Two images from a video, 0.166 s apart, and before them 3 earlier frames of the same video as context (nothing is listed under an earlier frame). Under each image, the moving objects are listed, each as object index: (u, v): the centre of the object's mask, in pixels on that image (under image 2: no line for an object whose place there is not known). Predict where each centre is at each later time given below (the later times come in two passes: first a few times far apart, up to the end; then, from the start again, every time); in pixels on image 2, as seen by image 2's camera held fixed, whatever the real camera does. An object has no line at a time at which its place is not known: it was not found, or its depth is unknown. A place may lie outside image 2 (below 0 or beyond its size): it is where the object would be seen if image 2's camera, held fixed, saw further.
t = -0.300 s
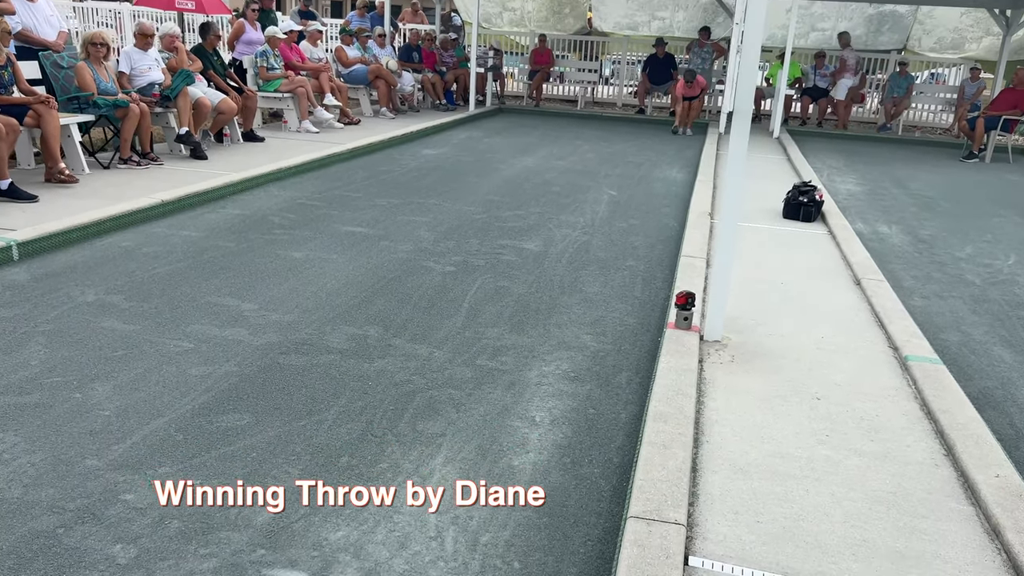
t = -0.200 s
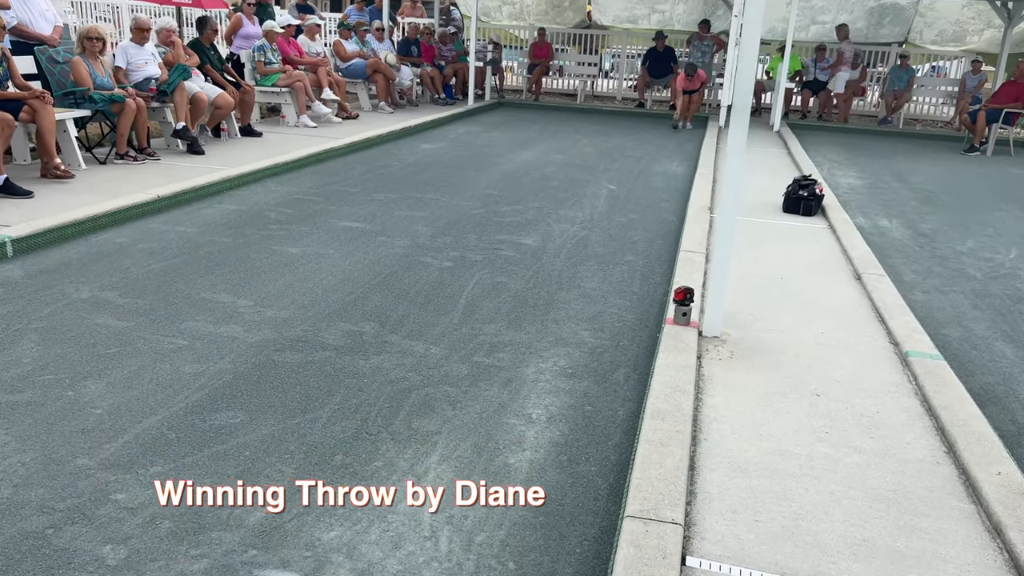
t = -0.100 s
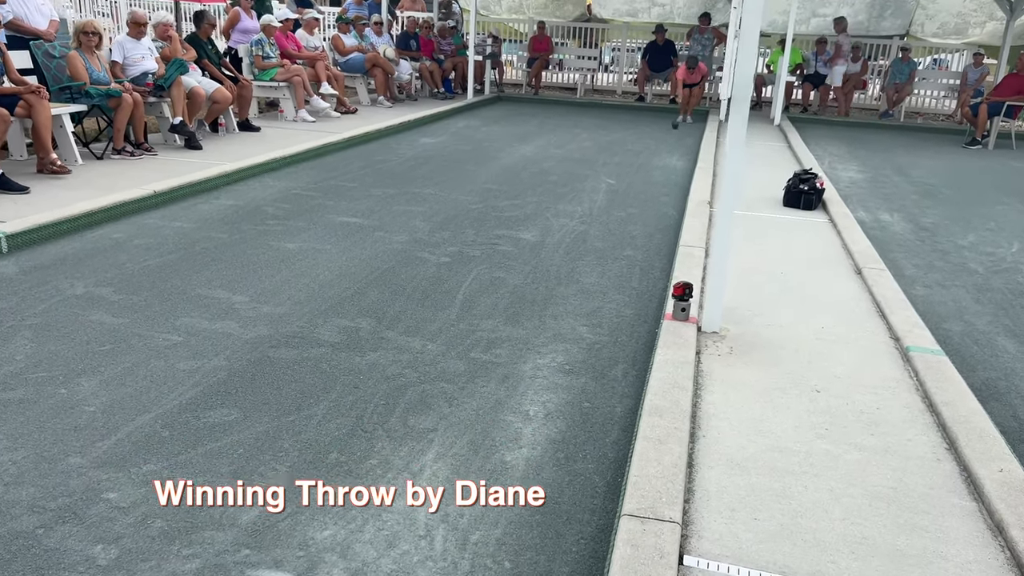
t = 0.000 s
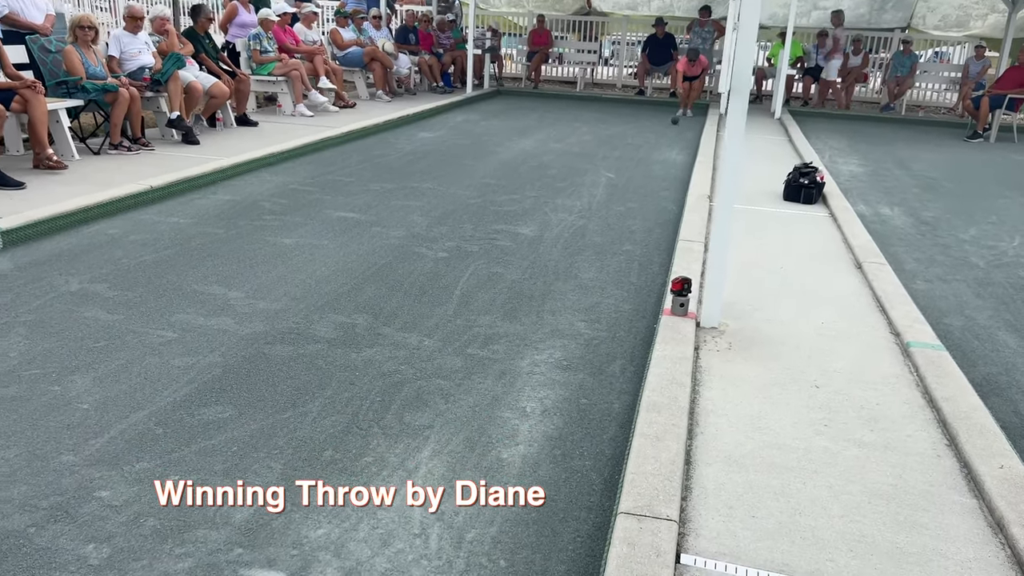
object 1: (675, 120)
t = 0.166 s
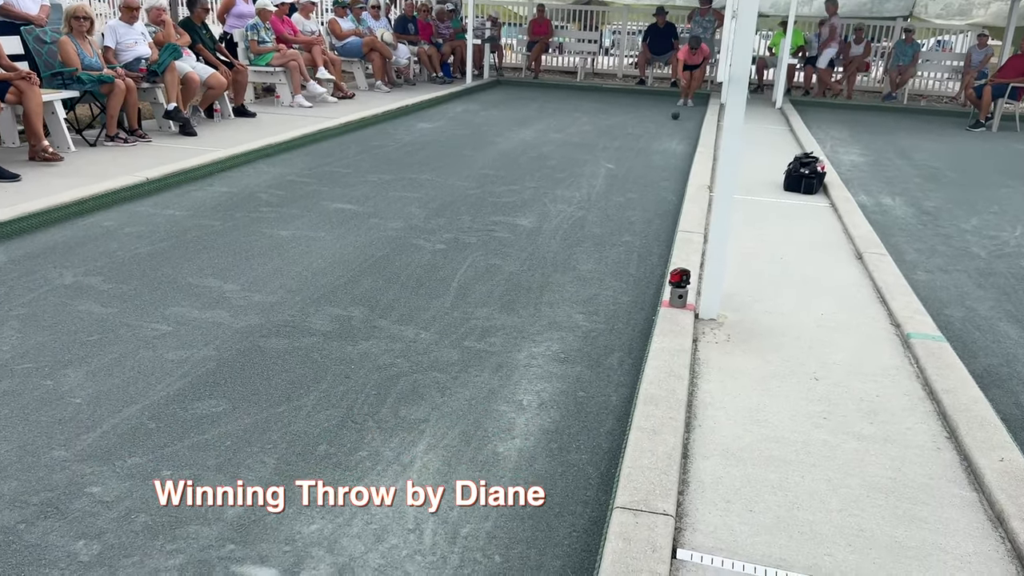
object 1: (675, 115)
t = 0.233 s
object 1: (675, 117)
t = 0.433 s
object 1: (674, 123)
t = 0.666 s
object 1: (673, 131)
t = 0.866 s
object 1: (671, 137)
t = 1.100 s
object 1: (669, 144)
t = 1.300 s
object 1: (668, 152)
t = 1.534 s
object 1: (667, 161)
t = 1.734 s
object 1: (666, 170)
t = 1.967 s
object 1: (666, 180)
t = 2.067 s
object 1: (666, 185)
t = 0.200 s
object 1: (675, 117)
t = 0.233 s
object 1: (675, 117)
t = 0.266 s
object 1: (675, 118)
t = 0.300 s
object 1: (675, 119)
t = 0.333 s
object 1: (675, 120)
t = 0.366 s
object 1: (675, 121)
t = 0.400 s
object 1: (674, 122)
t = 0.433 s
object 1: (674, 123)
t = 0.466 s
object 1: (674, 124)
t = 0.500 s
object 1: (674, 125)
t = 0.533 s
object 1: (674, 126)
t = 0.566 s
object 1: (674, 128)
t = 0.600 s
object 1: (673, 129)
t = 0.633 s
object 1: (673, 130)
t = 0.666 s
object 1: (673, 131)
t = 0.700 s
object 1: (673, 132)
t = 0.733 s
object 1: (673, 133)
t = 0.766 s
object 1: (672, 134)
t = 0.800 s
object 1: (672, 135)
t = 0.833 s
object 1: (672, 136)
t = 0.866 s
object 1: (671, 137)
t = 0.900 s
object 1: (671, 138)
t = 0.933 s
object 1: (671, 139)
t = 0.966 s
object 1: (671, 140)
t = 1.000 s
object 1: (670, 141)
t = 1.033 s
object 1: (670, 142)
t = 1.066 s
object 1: (670, 143)
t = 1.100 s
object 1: (669, 144)
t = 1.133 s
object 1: (669, 145)
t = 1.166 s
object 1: (669, 147)
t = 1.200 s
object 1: (669, 148)
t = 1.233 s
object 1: (668, 149)
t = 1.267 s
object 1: (668, 151)
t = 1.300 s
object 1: (668, 152)
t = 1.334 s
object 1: (668, 153)
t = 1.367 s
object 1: (668, 154)
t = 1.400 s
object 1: (667, 156)
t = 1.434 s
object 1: (667, 157)
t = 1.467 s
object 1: (667, 158)
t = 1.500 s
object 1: (667, 159)
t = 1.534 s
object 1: (667, 161)
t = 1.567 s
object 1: (667, 162)
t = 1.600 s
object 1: (667, 164)
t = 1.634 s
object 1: (667, 165)
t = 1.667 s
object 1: (667, 166)
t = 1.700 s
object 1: (666, 168)
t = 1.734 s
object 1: (666, 170)
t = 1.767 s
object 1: (666, 171)
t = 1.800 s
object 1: (666, 173)
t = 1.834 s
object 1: (666, 174)
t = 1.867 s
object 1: (666, 175)
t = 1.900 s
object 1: (666, 177)
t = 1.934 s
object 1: (666, 178)
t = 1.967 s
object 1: (666, 180)
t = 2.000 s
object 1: (666, 182)
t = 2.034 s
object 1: (666, 183)
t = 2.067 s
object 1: (666, 185)
